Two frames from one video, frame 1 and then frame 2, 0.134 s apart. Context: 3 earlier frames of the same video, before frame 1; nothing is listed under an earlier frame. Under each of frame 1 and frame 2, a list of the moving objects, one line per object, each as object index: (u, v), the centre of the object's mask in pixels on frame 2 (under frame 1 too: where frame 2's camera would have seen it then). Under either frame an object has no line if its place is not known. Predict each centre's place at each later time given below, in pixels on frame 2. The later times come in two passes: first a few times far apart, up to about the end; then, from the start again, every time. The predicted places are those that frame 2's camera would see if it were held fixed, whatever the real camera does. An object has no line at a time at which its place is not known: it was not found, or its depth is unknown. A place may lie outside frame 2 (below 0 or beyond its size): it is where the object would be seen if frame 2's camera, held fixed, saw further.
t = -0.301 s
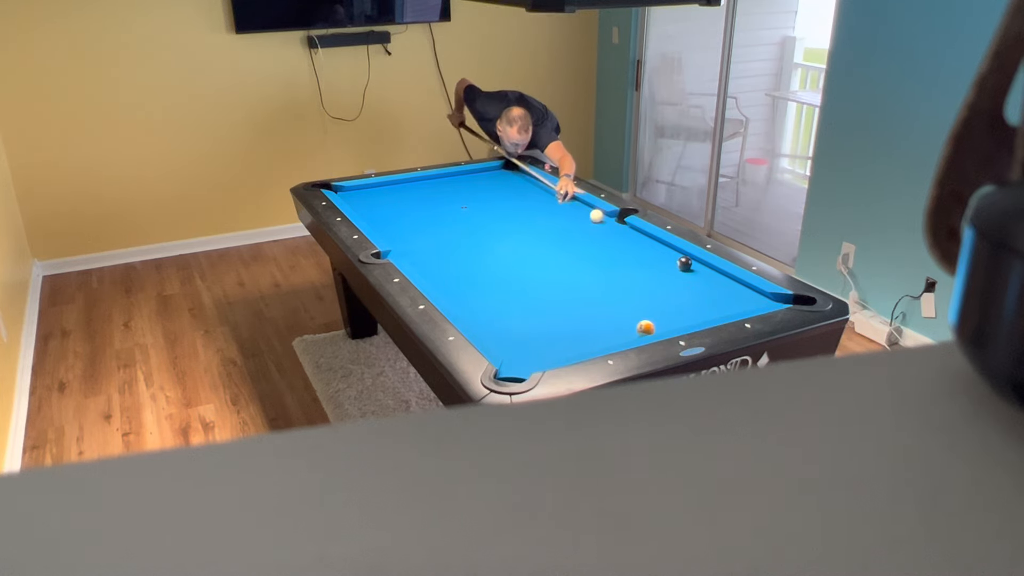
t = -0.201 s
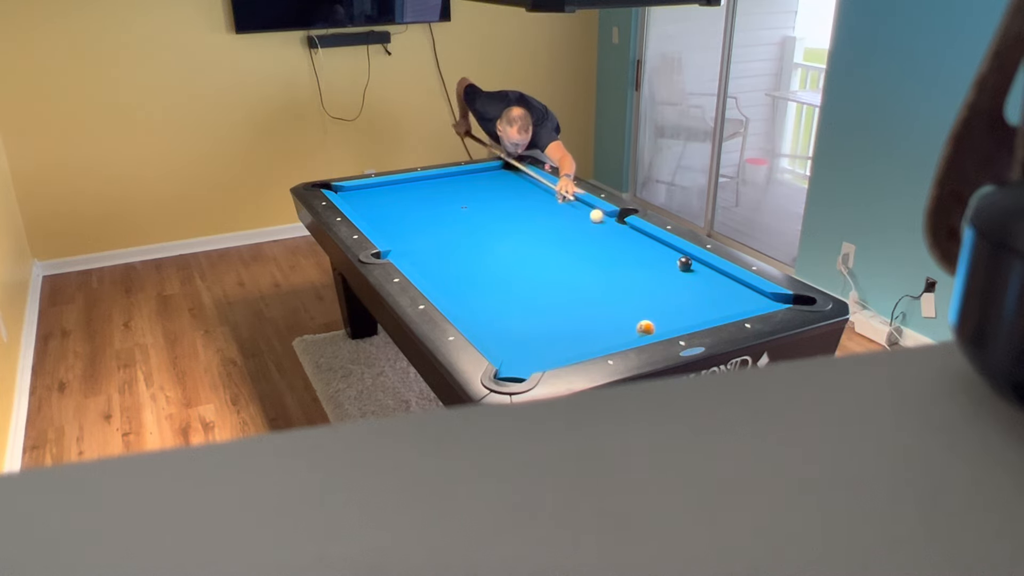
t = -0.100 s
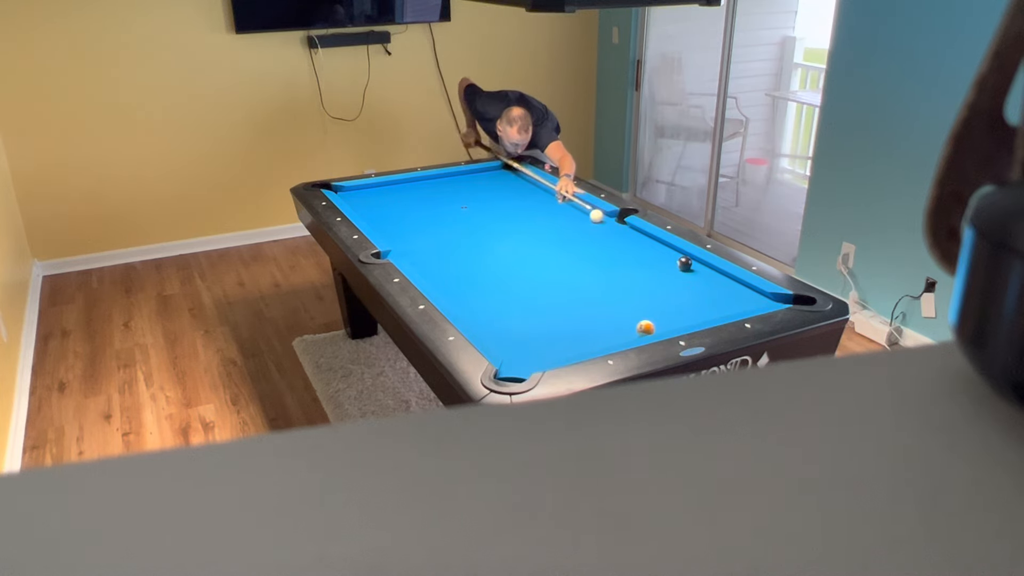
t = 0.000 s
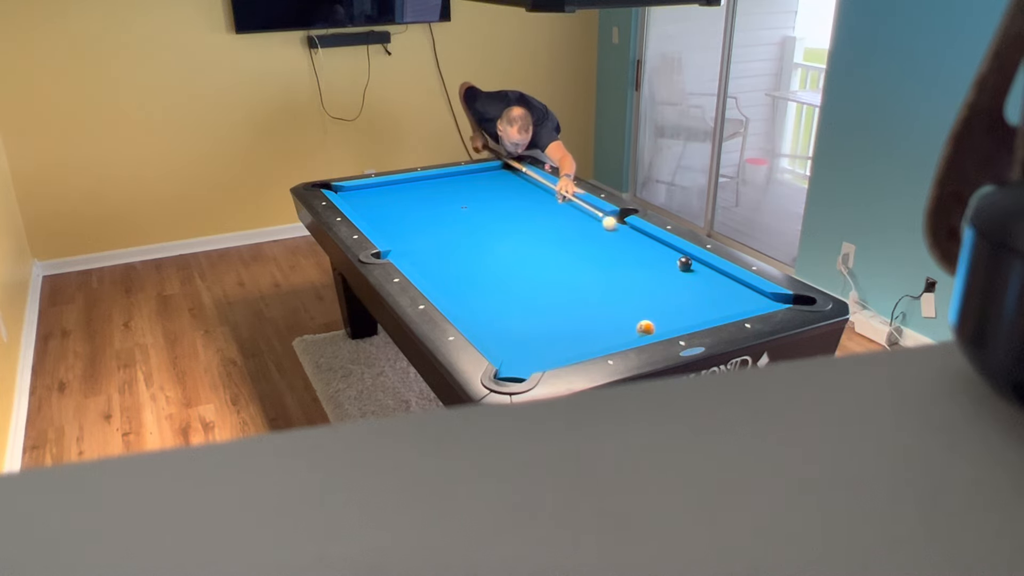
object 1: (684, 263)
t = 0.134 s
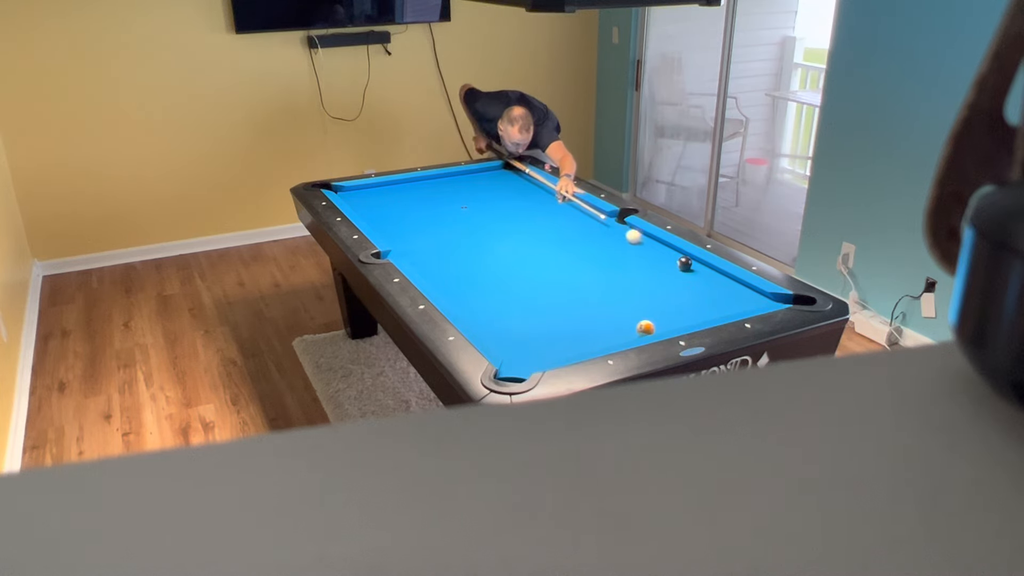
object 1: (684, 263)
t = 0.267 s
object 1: (684, 263)
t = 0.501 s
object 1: (724, 280)
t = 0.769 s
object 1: (776, 299)
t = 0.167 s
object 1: (684, 263)
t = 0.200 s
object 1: (684, 263)
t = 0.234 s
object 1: (684, 263)
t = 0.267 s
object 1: (684, 263)
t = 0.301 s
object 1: (684, 263)
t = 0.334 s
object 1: (685, 264)
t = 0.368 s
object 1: (693, 267)
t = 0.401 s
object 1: (701, 271)
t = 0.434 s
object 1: (709, 273)
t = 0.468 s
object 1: (717, 277)
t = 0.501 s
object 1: (724, 280)
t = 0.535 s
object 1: (730, 282)
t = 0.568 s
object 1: (736, 285)
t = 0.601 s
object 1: (743, 288)
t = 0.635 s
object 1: (749, 290)
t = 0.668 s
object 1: (755, 293)
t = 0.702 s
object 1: (762, 296)
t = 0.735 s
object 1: (769, 297)
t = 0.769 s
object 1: (776, 299)
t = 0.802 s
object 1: (783, 300)
